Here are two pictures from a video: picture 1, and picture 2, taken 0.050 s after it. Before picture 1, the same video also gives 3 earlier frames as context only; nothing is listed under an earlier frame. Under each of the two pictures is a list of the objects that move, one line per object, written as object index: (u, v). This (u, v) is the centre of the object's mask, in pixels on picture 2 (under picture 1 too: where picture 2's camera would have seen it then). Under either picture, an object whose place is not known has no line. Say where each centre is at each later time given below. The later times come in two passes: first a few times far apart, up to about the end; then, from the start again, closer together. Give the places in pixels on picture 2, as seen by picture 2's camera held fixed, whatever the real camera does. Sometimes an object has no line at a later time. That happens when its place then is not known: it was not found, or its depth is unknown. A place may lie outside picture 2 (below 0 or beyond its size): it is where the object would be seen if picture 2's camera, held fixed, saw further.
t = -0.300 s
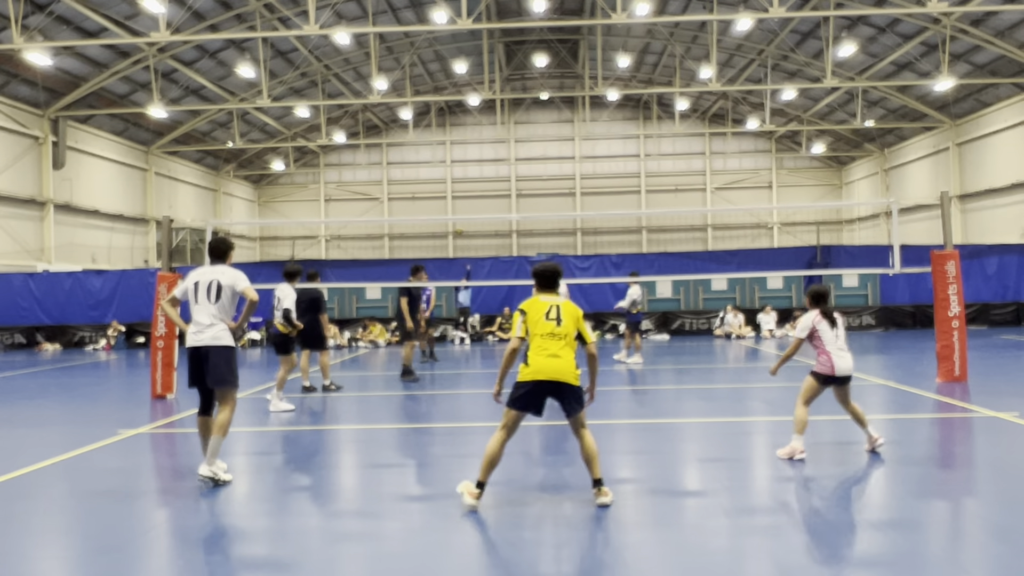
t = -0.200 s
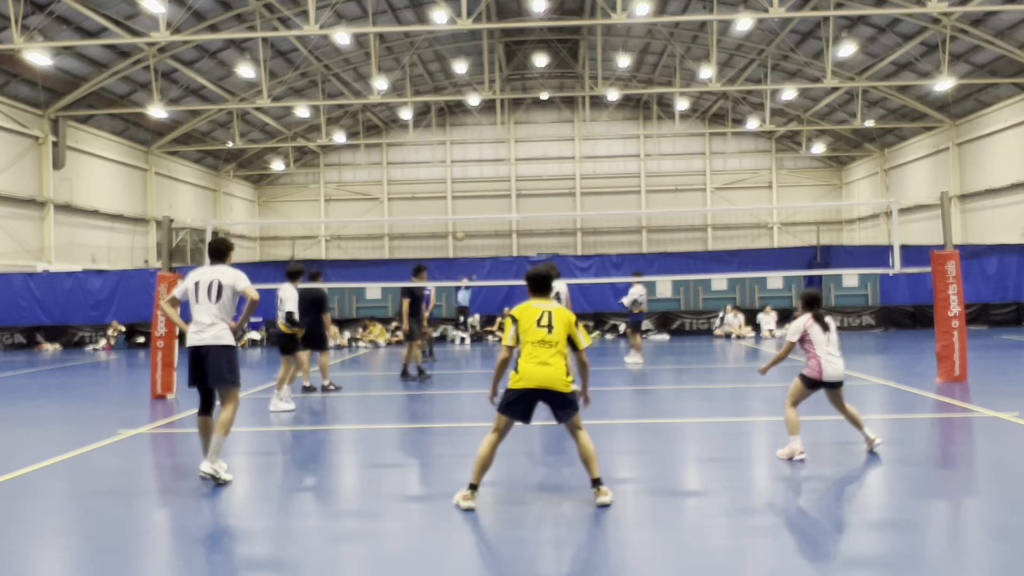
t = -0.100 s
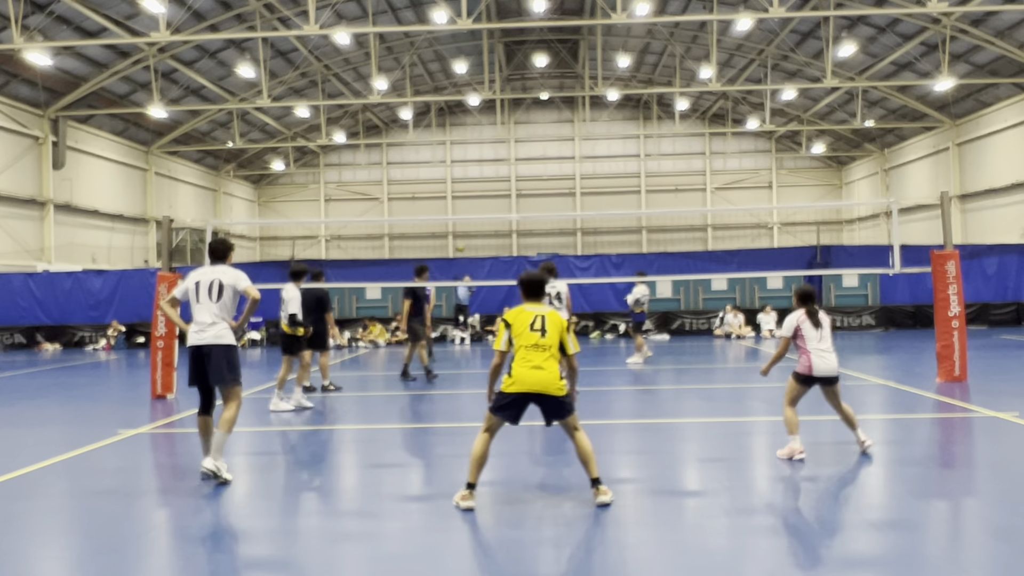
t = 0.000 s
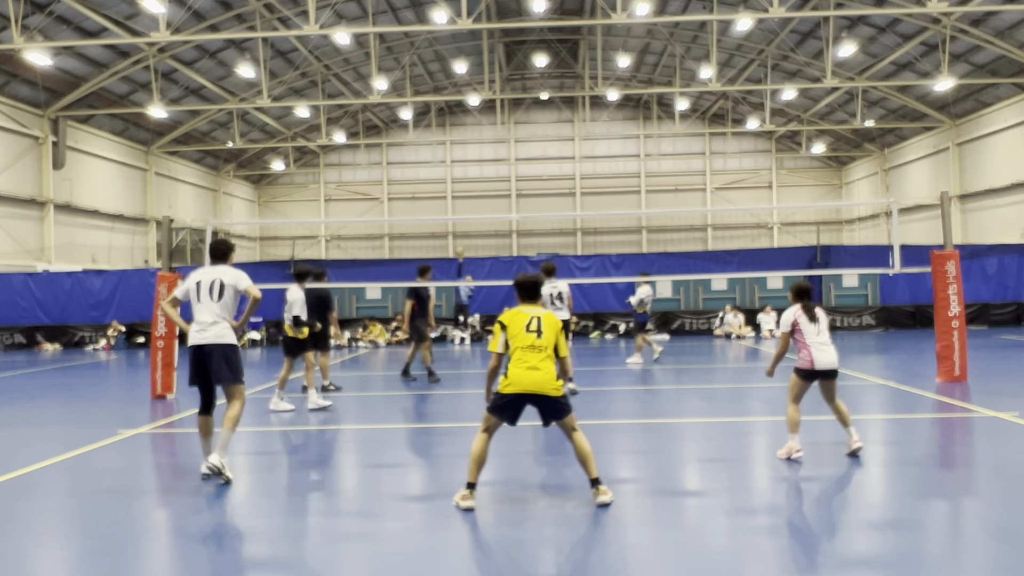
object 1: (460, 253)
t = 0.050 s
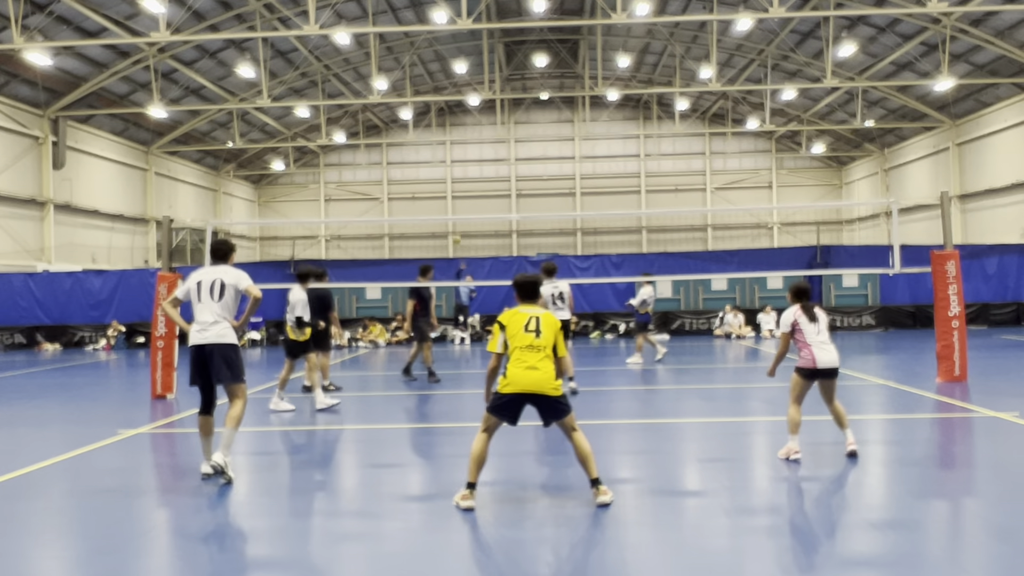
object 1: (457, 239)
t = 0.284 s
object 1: (441, 188)
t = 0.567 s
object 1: (415, 144)
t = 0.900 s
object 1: (361, 135)
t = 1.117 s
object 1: (300, 189)
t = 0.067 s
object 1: (456, 236)
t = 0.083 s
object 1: (455, 234)
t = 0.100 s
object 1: (453, 229)
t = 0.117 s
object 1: (451, 226)
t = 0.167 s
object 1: (449, 212)
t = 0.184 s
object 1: (448, 210)
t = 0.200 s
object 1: (447, 207)
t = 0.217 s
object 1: (445, 202)
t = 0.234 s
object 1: (444, 199)
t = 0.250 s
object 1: (443, 195)
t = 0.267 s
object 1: (442, 193)
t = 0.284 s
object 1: (441, 188)
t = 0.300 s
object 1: (440, 185)
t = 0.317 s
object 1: (438, 182)
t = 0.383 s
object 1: (433, 170)
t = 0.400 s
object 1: (431, 167)
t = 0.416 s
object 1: (430, 165)
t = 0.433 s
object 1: (428, 163)
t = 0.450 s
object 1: (427, 160)
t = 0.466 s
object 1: (425, 158)
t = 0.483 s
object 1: (423, 155)
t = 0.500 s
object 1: (422, 152)
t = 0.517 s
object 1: (420, 150)
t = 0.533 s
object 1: (418, 148)
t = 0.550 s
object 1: (416, 145)
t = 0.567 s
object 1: (415, 144)
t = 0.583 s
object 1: (413, 142)
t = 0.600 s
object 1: (411, 140)
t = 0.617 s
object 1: (409, 139)
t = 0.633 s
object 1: (407, 137)
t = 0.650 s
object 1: (405, 136)
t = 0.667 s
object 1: (403, 135)
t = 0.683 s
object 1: (400, 134)
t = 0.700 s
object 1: (398, 133)
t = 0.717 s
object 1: (395, 132)
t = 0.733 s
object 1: (392, 131)
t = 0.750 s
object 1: (389, 131)
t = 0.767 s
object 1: (386, 130)
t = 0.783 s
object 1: (384, 131)
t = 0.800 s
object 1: (381, 130)
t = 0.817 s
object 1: (378, 130)
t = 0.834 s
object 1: (375, 130)
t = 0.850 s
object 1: (372, 131)
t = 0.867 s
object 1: (368, 132)
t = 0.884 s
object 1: (365, 134)
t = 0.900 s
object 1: (361, 135)
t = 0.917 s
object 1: (358, 137)
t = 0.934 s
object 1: (354, 140)
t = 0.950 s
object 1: (350, 143)
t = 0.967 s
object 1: (346, 146)
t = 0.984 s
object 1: (341, 149)
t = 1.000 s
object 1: (336, 151)
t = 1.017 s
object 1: (333, 155)
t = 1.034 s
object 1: (327, 159)
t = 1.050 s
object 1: (321, 165)
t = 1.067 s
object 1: (317, 170)
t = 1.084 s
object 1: (311, 176)
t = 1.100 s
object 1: (306, 182)
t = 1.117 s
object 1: (300, 189)
